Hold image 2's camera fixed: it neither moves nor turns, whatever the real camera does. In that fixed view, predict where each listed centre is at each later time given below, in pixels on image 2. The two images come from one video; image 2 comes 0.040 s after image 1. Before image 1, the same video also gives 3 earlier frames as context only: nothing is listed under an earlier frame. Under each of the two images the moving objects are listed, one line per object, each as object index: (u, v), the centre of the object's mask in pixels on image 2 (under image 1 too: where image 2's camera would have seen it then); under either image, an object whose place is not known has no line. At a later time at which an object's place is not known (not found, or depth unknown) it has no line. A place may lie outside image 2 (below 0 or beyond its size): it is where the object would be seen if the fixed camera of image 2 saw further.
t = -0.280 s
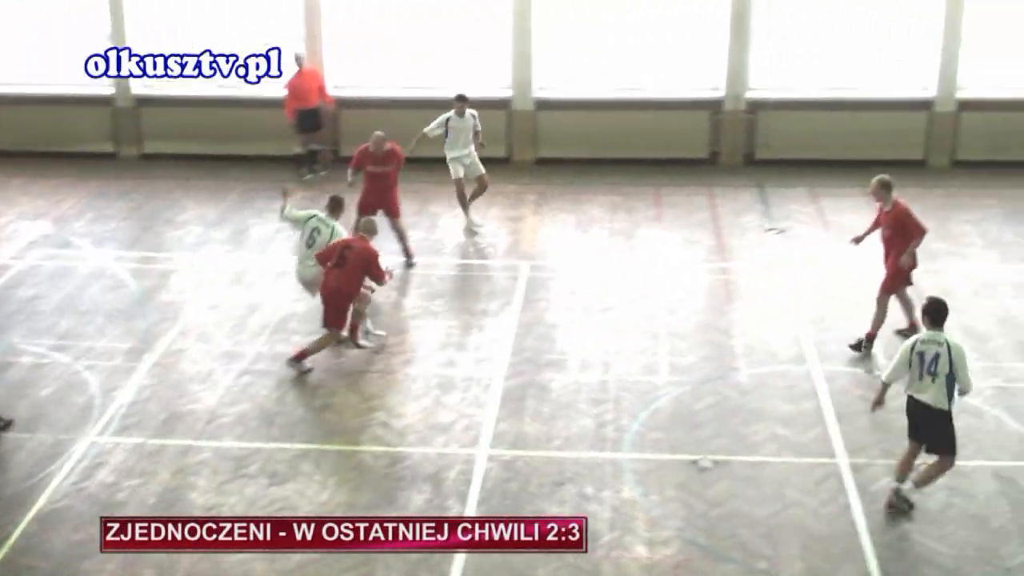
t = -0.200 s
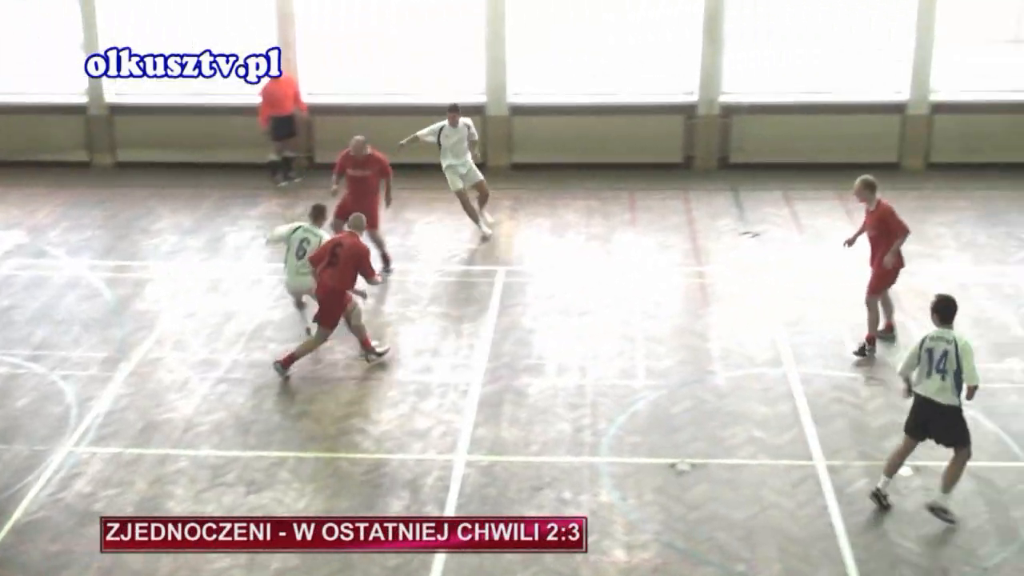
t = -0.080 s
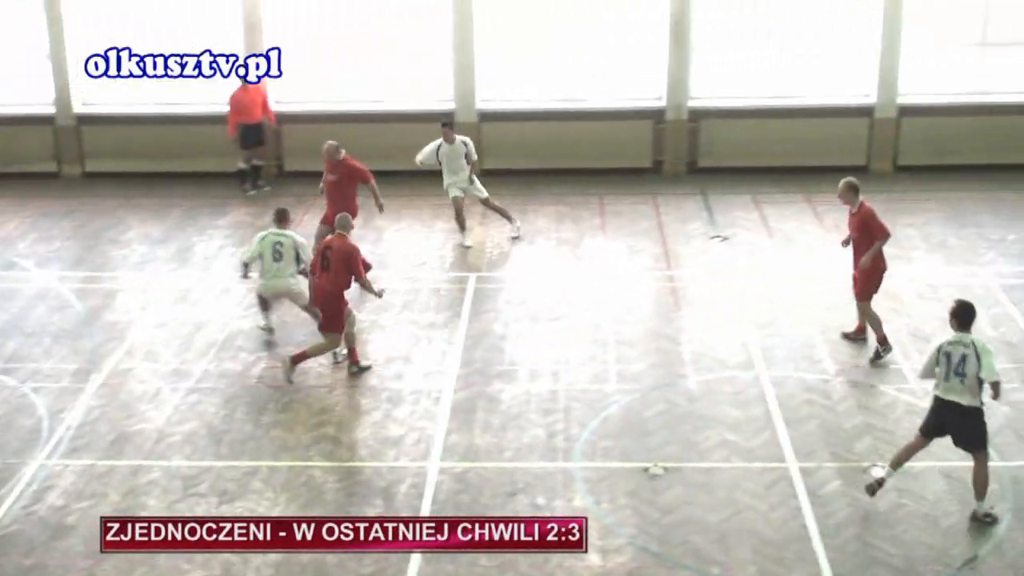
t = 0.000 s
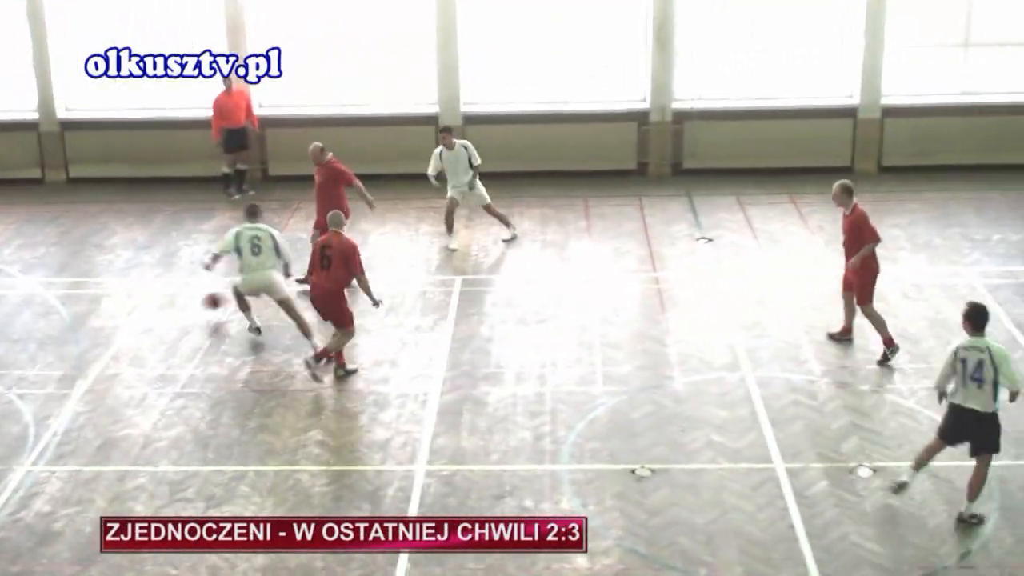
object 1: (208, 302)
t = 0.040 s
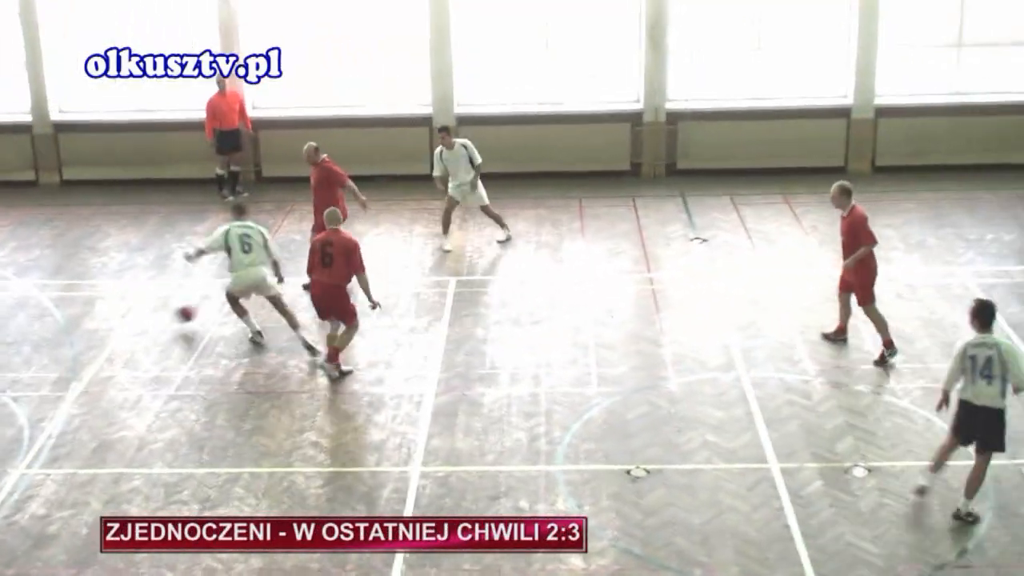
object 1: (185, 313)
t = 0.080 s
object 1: (163, 326)
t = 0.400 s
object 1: (-12, 408)
